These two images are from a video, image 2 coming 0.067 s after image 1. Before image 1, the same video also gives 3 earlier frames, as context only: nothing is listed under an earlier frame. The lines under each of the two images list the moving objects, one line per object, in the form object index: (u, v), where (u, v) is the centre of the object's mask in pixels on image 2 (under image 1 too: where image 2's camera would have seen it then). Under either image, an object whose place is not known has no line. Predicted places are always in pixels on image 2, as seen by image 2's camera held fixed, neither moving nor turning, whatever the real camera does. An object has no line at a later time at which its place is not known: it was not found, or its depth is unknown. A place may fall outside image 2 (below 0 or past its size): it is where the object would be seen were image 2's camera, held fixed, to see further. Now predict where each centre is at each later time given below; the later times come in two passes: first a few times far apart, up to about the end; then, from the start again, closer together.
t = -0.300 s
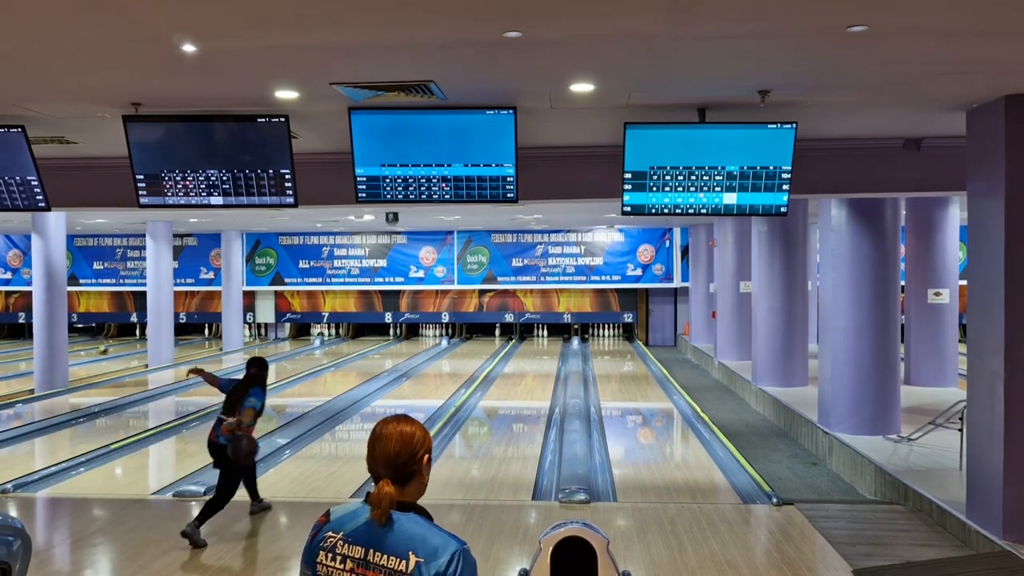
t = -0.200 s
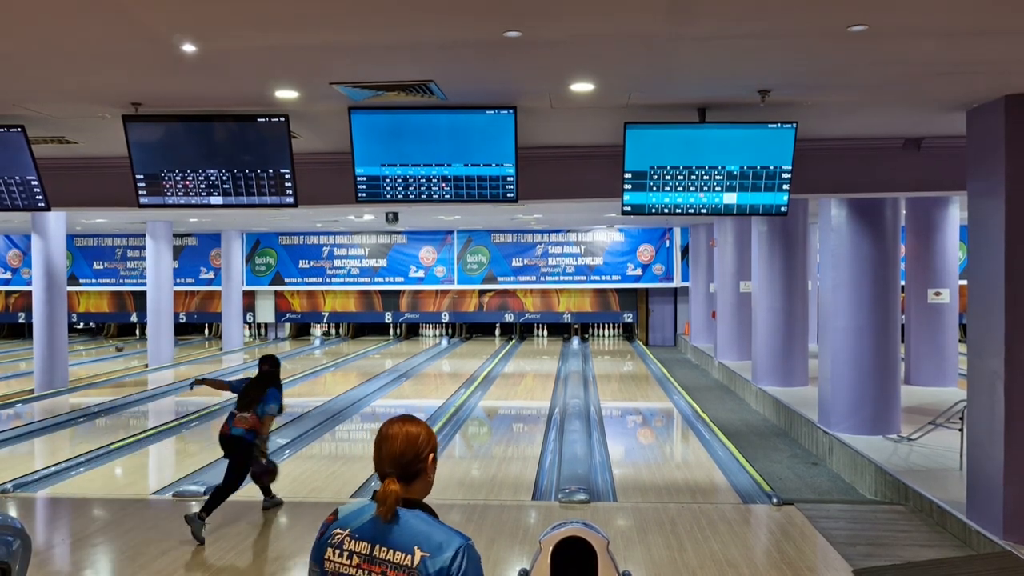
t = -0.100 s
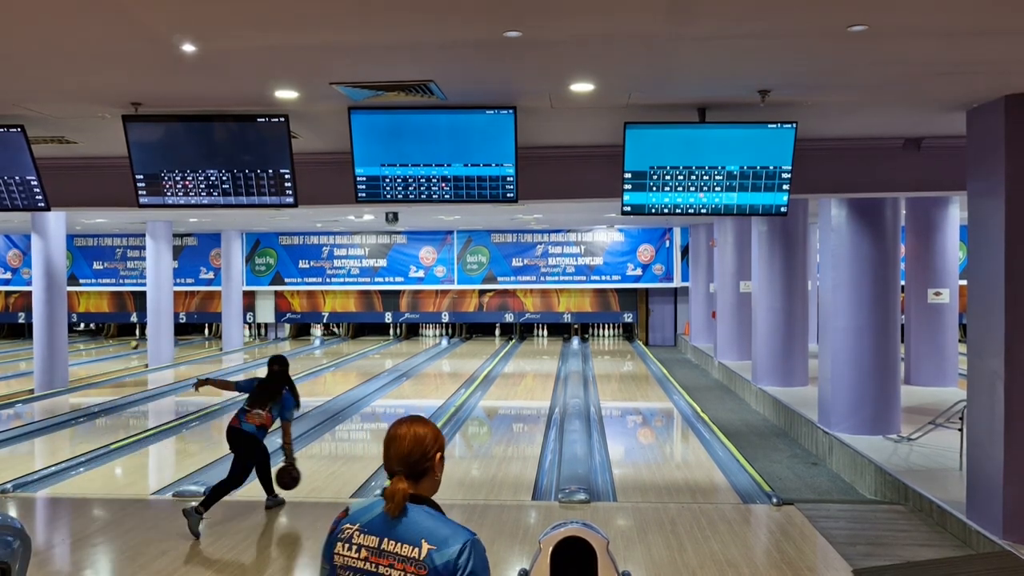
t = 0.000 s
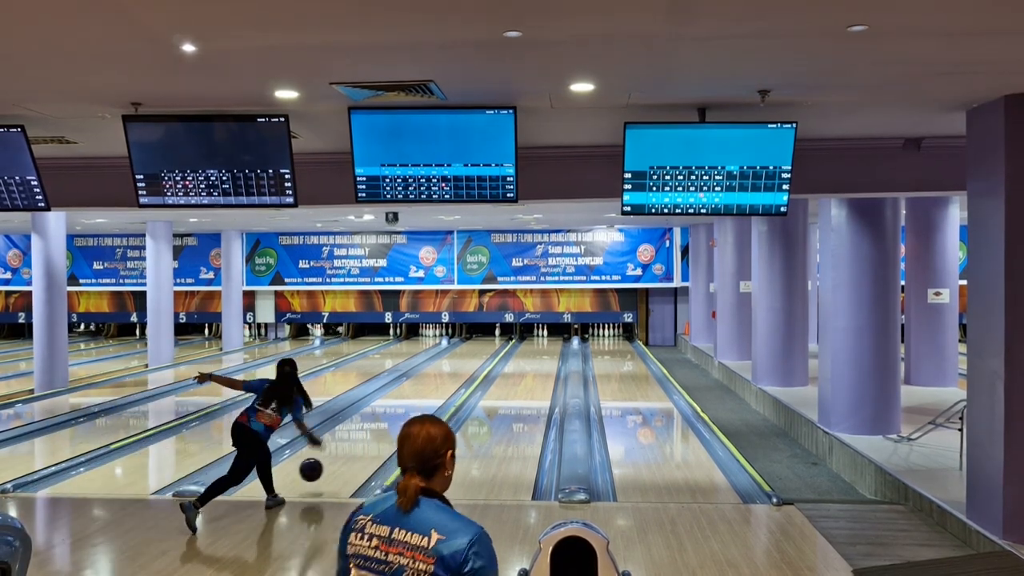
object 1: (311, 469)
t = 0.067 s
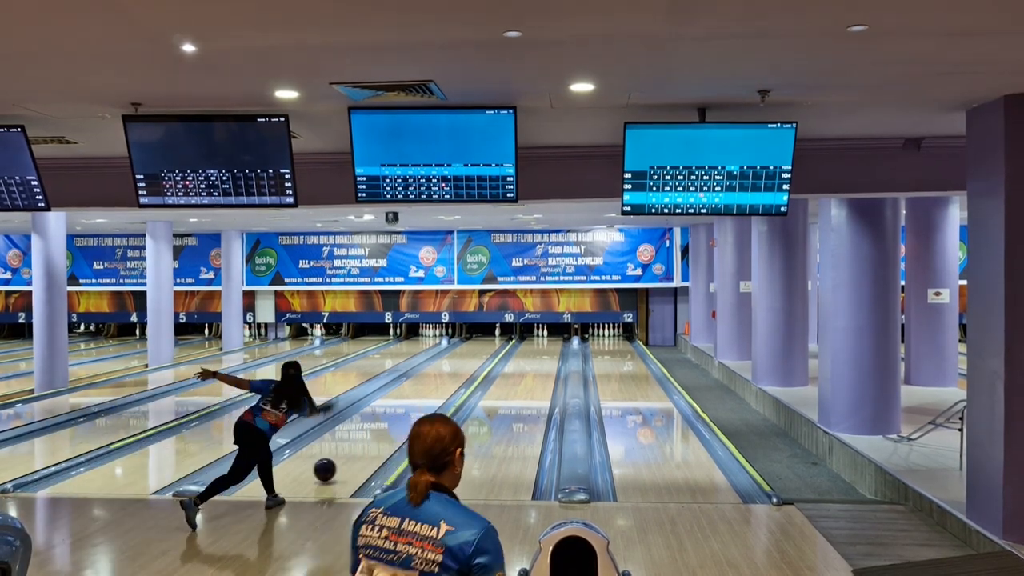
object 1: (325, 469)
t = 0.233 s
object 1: (353, 449)
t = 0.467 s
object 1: (384, 426)
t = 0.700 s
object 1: (408, 409)
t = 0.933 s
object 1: (427, 394)
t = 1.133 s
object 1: (440, 385)
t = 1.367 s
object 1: (453, 375)
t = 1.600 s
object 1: (463, 366)
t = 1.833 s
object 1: (472, 360)
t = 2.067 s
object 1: (479, 354)
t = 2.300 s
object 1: (486, 349)
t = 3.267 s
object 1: (498, 335)
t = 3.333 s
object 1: (499, 334)
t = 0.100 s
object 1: (331, 466)
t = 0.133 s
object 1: (337, 462)
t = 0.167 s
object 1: (343, 457)
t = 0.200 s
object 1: (348, 453)
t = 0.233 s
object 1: (353, 449)
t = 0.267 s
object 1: (358, 446)
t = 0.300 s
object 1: (363, 442)
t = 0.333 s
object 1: (368, 439)
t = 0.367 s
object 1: (372, 435)
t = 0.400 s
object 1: (376, 432)
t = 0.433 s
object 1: (380, 429)
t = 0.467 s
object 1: (384, 426)
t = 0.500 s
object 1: (388, 424)
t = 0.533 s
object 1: (392, 421)
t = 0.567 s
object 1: (395, 418)
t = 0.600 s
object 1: (399, 415)
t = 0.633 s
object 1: (402, 413)
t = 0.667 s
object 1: (405, 411)
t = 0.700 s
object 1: (408, 409)
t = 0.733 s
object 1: (411, 406)
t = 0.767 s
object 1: (414, 404)
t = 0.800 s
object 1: (416, 402)
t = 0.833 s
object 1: (419, 400)
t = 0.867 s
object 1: (422, 398)
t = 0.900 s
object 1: (424, 396)
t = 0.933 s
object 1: (427, 394)
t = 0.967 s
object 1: (429, 393)
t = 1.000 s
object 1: (431, 391)
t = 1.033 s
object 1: (434, 389)
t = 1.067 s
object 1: (436, 388)
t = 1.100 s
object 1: (438, 386)
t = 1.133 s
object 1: (440, 385)
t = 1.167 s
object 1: (442, 383)
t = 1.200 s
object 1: (444, 382)
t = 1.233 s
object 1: (446, 380)
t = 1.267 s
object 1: (448, 379)
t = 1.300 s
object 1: (449, 377)
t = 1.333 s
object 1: (451, 376)
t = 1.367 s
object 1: (453, 375)
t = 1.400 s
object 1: (454, 374)
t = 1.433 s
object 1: (456, 372)
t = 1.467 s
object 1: (457, 371)
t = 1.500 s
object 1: (459, 370)
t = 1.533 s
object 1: (460, 369)
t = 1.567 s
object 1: (462, 368)
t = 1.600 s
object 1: (463, 366)
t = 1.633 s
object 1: (465, 365)
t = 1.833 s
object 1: (472, 360)
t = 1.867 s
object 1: (473, 359)
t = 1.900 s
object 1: (474, 358)
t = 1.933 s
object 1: (475, 357)
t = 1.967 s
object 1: (476, 356)
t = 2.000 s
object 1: (477, 356)
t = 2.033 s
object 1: (478, 355)
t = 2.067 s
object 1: (479, 354)
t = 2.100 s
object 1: (480, 353)
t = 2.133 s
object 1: (481, 353)
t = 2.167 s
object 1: (482, 352)
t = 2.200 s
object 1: (483, 351)
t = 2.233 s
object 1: (484, 351)
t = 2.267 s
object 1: (485, 350)
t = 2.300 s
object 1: (486, 349)
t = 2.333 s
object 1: (486, 348)
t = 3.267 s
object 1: (498, 335)
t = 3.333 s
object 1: (499, 334)
